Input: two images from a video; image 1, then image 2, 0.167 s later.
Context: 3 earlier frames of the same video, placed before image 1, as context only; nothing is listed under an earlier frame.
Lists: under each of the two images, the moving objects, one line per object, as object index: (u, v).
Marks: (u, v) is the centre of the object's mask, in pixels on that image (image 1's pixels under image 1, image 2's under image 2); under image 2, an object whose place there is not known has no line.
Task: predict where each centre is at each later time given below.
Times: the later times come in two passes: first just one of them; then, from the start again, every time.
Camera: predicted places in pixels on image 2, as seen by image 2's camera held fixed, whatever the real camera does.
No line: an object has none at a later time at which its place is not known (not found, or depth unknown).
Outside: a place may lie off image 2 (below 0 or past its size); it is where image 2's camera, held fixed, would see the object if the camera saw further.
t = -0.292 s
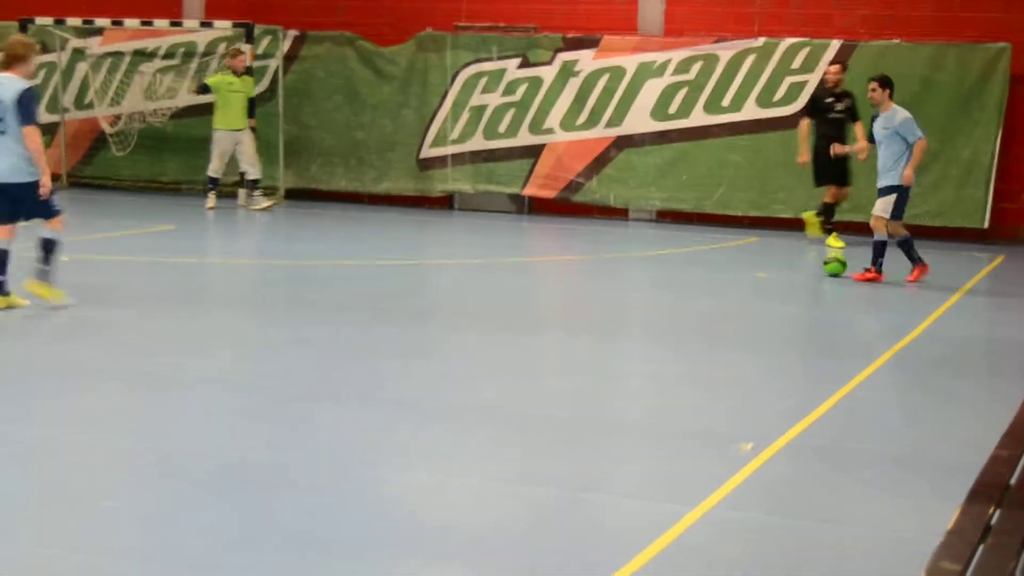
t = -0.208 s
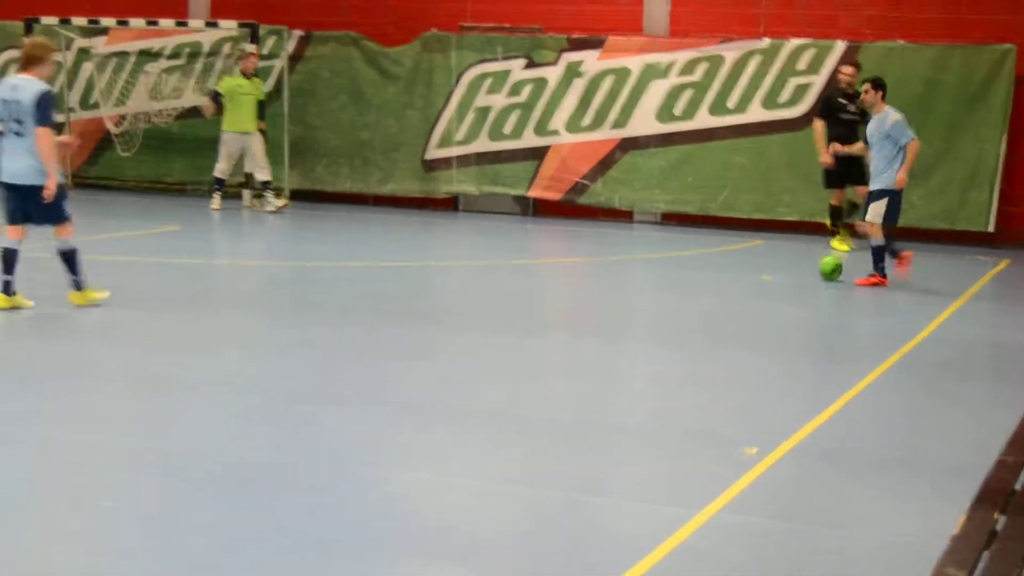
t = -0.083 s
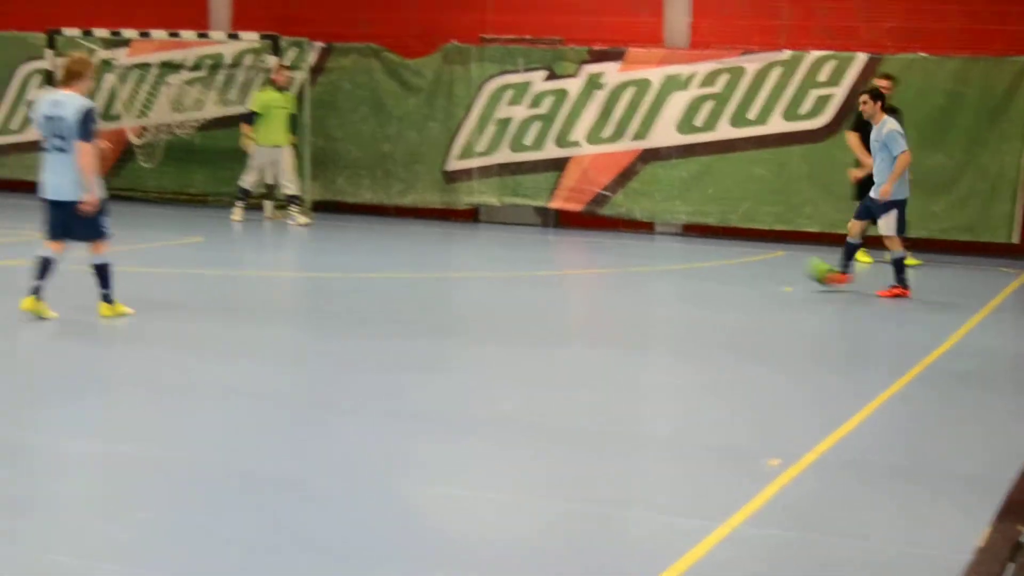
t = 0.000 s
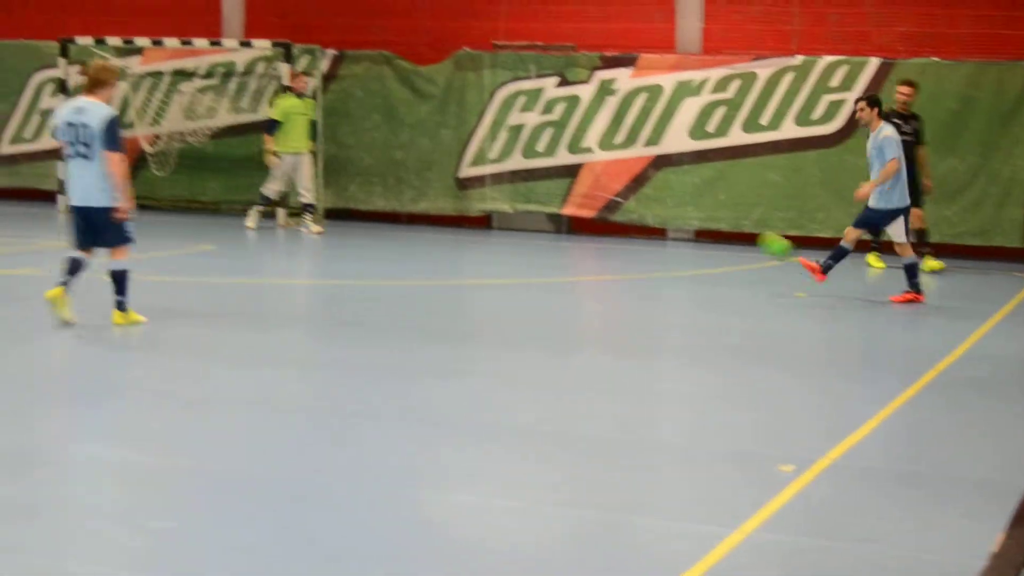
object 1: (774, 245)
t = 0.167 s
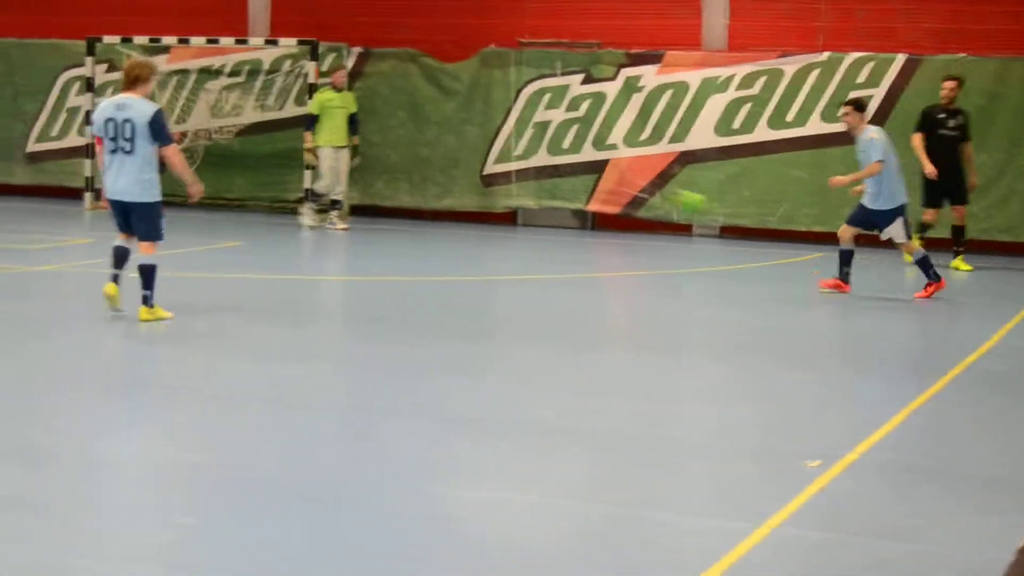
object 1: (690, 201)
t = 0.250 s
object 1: (635, 196)
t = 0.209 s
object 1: (662, 199)
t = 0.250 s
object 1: (635, 196)
